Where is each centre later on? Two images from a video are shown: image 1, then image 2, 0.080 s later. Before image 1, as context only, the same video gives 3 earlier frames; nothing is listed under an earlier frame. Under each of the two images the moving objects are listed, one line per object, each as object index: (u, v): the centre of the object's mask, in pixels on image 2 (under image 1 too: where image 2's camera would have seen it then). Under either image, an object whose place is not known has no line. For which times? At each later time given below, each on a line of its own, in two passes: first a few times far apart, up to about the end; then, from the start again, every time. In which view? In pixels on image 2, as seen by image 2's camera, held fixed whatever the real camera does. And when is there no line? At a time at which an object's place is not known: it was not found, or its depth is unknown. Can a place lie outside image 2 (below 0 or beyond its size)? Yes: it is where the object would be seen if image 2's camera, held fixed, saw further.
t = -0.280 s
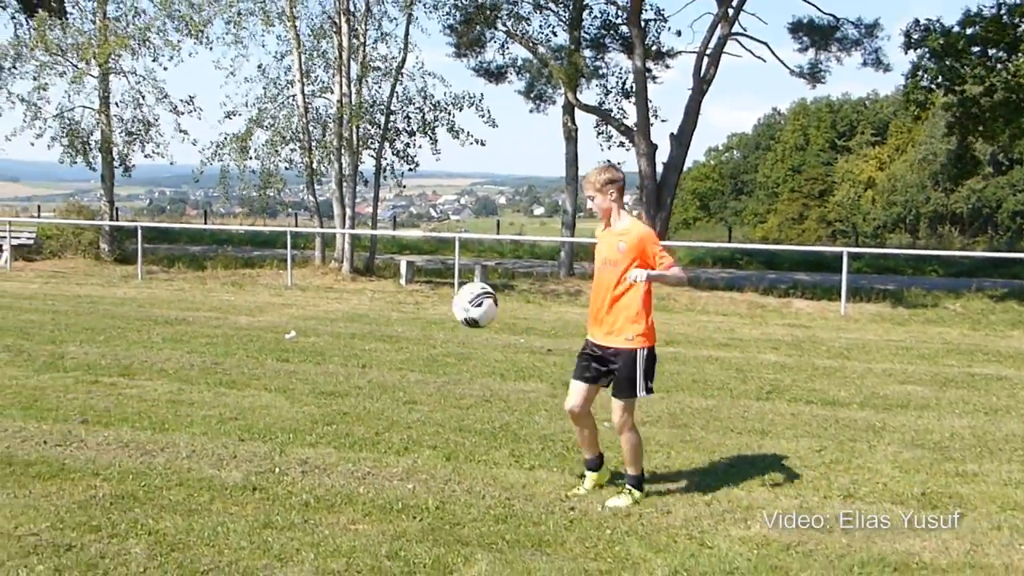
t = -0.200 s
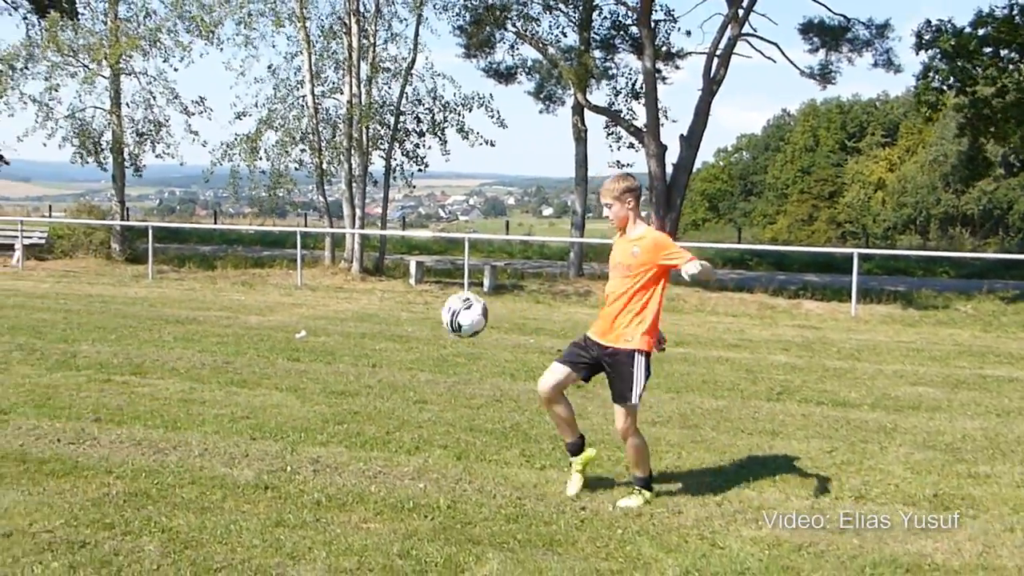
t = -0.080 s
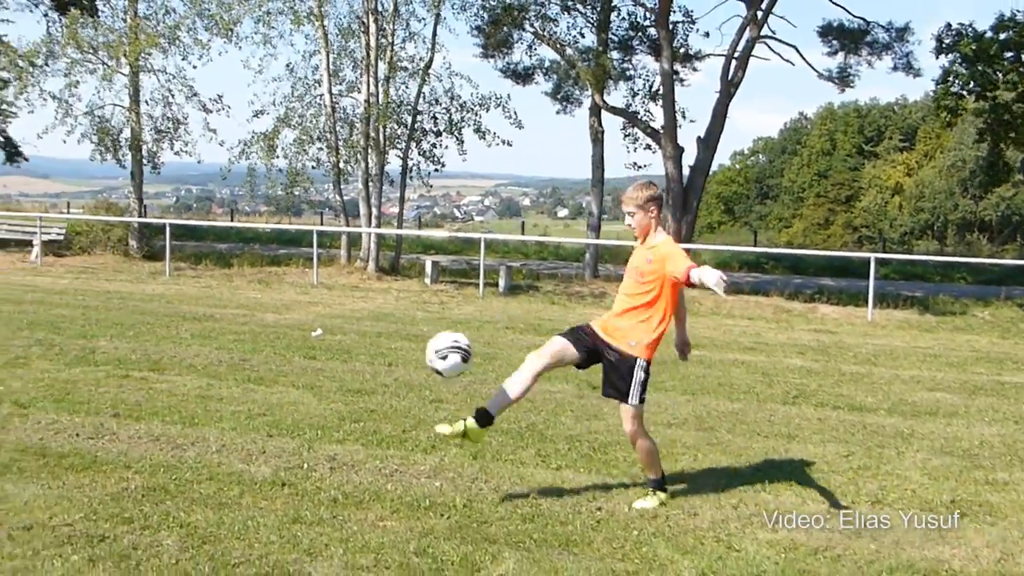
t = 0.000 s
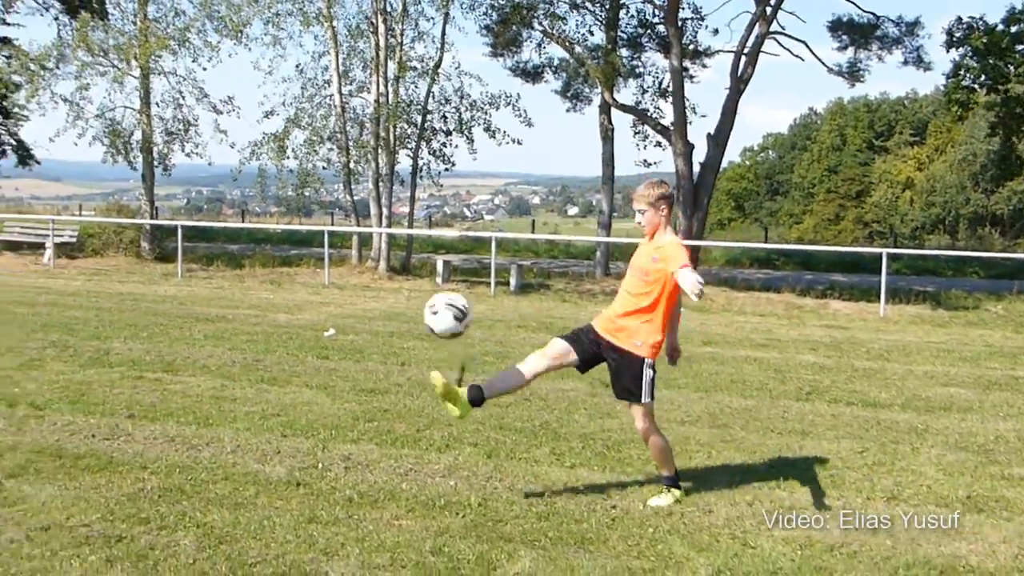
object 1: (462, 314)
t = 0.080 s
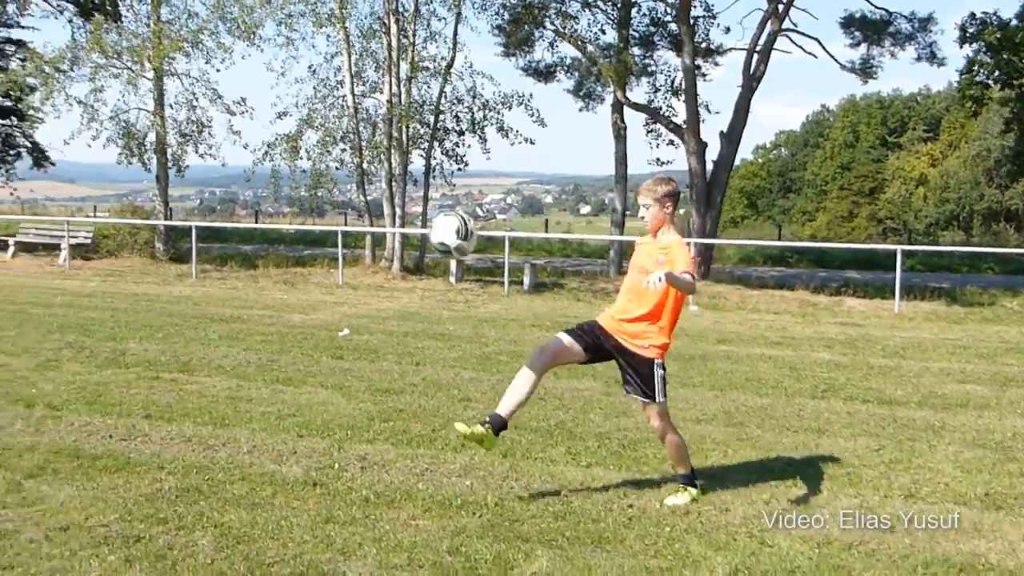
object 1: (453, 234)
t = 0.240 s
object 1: (435, 107)
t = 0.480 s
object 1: (400, 10)
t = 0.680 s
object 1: (369, 27)
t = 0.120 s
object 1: (449, 200)
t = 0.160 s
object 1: (444, 165)
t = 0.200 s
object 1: (440, 134)
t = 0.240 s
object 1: (435, 107)
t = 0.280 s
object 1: (430, 83)
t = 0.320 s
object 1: (423, 60)
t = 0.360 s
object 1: (420, 43)
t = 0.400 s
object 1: (414, 27)
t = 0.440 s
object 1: (407, 16)
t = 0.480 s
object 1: (400, 10)
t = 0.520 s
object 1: (395, 8)
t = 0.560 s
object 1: (390, 7)
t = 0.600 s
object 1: (385, 9)
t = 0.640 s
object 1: (376, 14)
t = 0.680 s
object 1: (369, 27)
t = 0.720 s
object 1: (363, 45)
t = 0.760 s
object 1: (356, 68)
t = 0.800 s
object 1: (350, 96)
